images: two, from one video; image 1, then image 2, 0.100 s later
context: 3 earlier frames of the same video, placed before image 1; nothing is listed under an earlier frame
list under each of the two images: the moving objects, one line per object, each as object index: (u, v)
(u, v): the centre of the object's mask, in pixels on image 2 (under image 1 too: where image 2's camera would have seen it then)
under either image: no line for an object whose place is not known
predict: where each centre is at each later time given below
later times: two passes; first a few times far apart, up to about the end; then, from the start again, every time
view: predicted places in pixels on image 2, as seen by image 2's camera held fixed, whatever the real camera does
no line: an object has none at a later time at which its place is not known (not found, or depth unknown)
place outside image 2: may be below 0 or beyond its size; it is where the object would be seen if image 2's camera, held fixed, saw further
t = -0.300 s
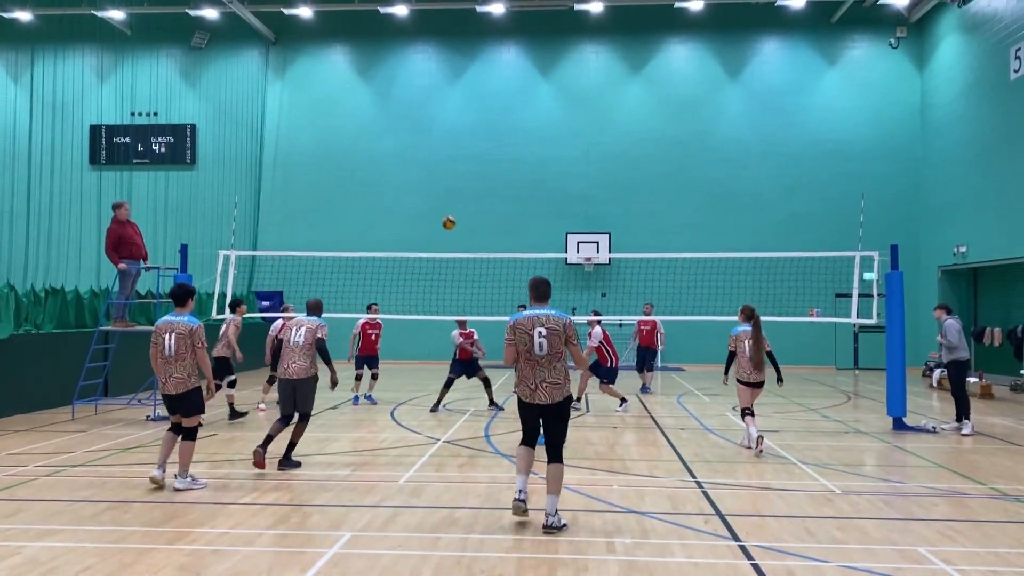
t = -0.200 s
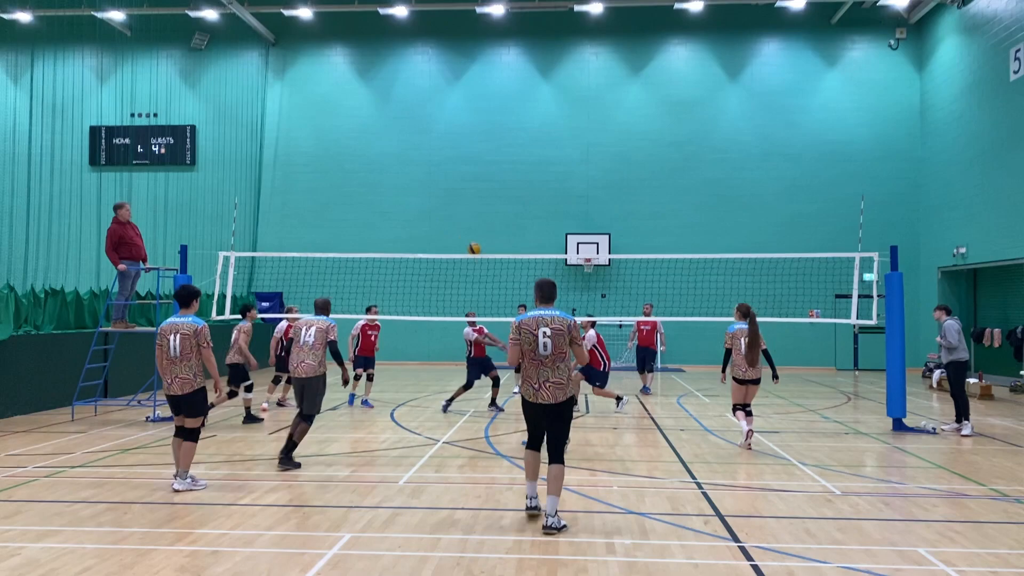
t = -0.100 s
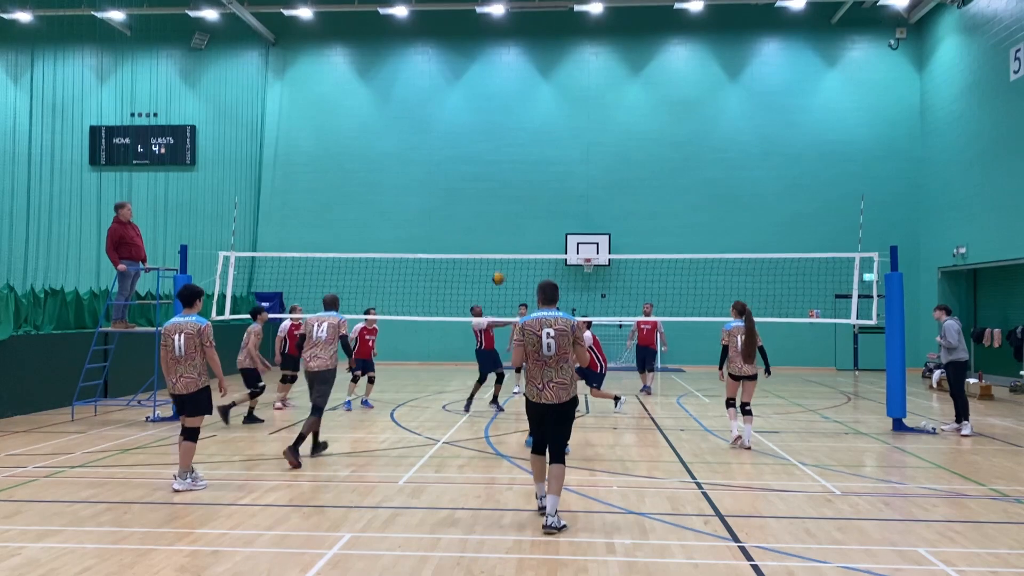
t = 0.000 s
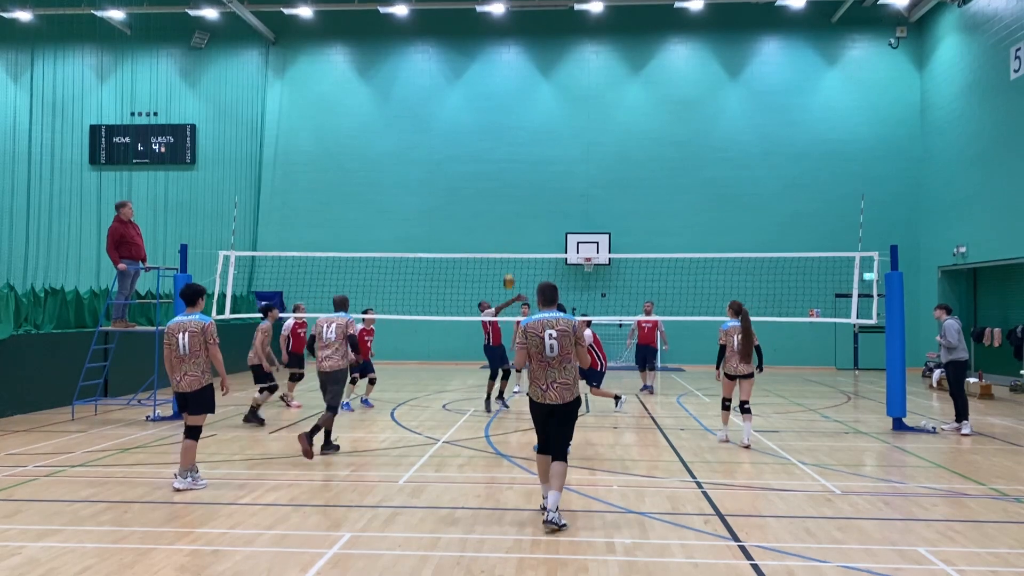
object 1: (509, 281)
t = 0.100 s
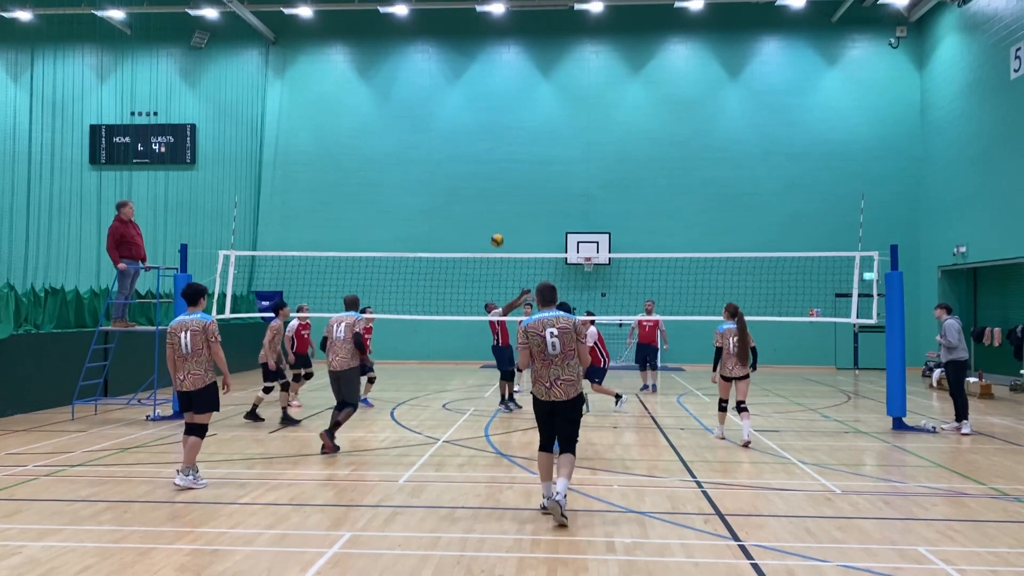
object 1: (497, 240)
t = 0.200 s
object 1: (485, 206)
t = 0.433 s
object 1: (459, 153)
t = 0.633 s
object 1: (437, 133)
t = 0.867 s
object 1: (411, 141)
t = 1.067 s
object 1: (391, 172)
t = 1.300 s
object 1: (368, 236)
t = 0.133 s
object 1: (493, 228)
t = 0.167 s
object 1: (489, 216)
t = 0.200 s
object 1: (485, 206)
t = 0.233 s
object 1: (481, 196)
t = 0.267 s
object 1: (477, 187)
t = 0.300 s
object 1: (474, 179)
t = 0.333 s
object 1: (470, 172)
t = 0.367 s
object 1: (466, 165)
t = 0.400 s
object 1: (462, 158)
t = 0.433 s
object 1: (459, 153)
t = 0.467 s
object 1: (455, 147)
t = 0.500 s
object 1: (451, 144)
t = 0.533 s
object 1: (448, 140)
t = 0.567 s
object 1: (444, 137)
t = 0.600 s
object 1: (440, 135)
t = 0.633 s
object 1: (437, 133)
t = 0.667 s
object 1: (433, 133)
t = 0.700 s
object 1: (429, 132)
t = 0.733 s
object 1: (426, 133)
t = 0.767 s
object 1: (422, 134)
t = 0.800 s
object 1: (418, 136)
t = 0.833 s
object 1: (415, 138)
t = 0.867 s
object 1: (411, 141)
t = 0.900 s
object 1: (408, 145)
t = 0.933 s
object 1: (404, 149)
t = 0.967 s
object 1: (401, 155)
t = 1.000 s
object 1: (397, 159)
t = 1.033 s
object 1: (394, 166)
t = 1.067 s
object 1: (391, 172)
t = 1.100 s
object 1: (387, 180)
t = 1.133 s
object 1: (384, 188)
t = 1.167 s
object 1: (381, 196)
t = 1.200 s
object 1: (378, 205)
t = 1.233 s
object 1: (375, 215)
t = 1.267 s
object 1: (371, 225)
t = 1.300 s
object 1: (368, 236)
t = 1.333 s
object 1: (365, 247)
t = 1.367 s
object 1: (362, 261)
